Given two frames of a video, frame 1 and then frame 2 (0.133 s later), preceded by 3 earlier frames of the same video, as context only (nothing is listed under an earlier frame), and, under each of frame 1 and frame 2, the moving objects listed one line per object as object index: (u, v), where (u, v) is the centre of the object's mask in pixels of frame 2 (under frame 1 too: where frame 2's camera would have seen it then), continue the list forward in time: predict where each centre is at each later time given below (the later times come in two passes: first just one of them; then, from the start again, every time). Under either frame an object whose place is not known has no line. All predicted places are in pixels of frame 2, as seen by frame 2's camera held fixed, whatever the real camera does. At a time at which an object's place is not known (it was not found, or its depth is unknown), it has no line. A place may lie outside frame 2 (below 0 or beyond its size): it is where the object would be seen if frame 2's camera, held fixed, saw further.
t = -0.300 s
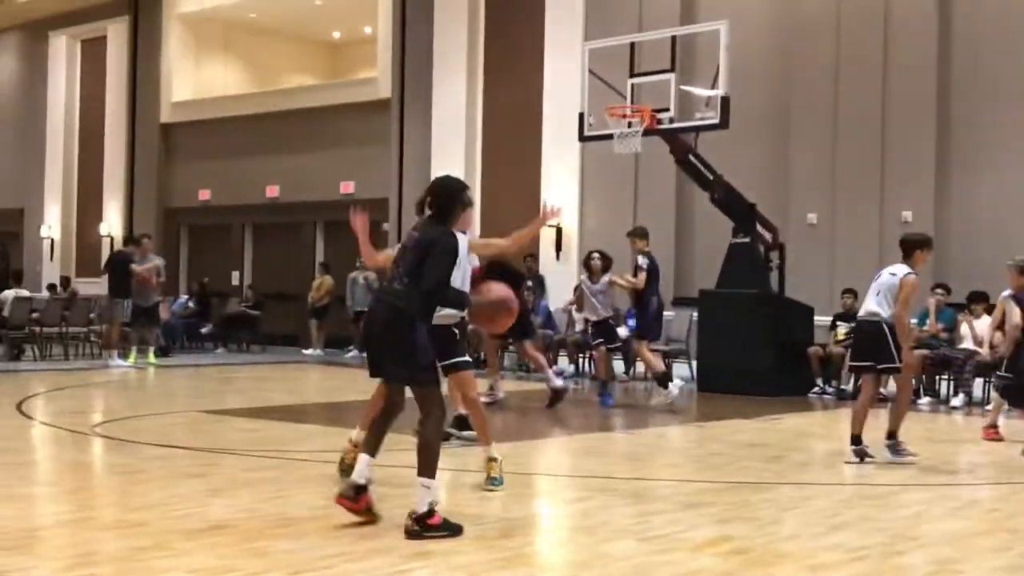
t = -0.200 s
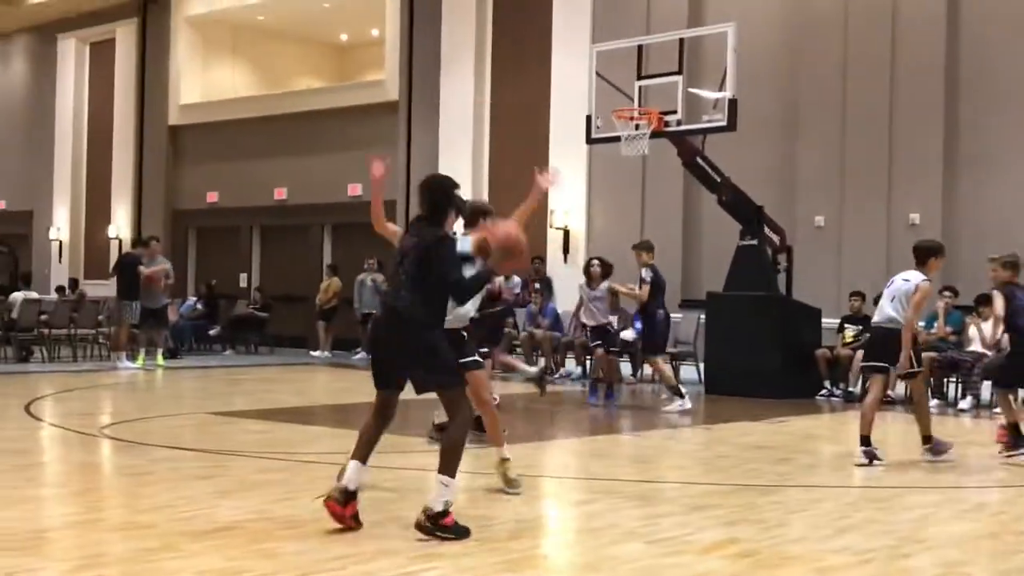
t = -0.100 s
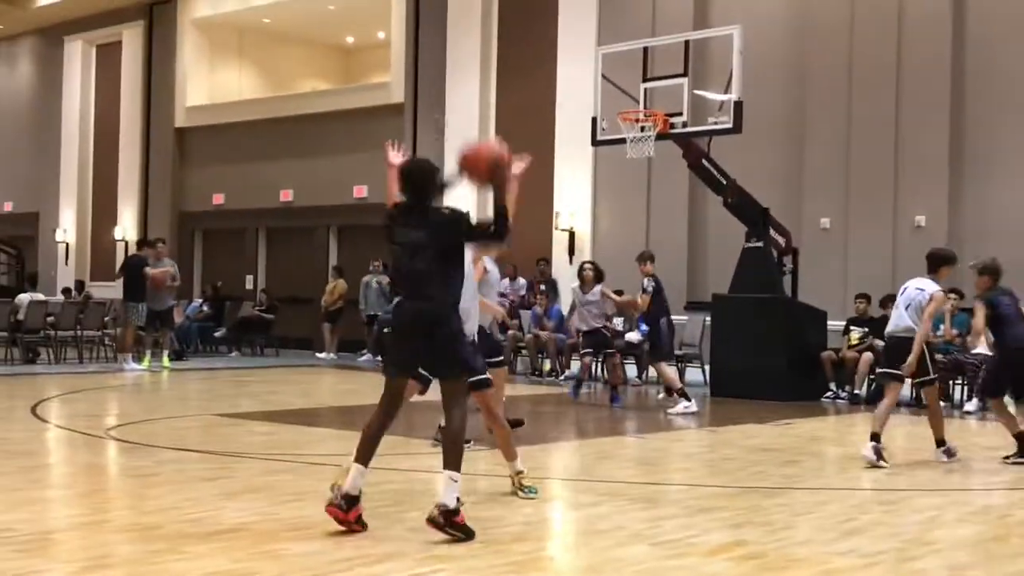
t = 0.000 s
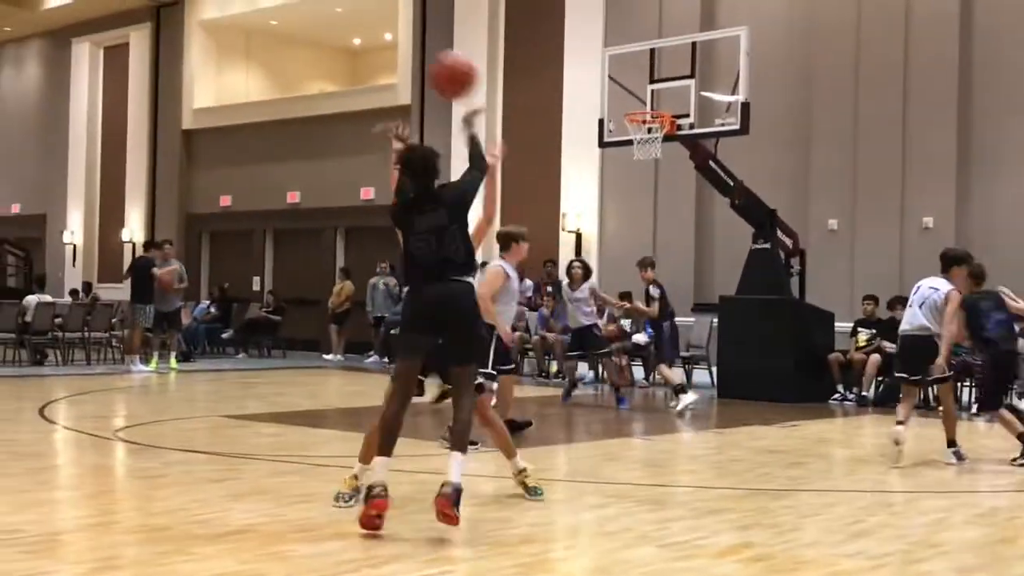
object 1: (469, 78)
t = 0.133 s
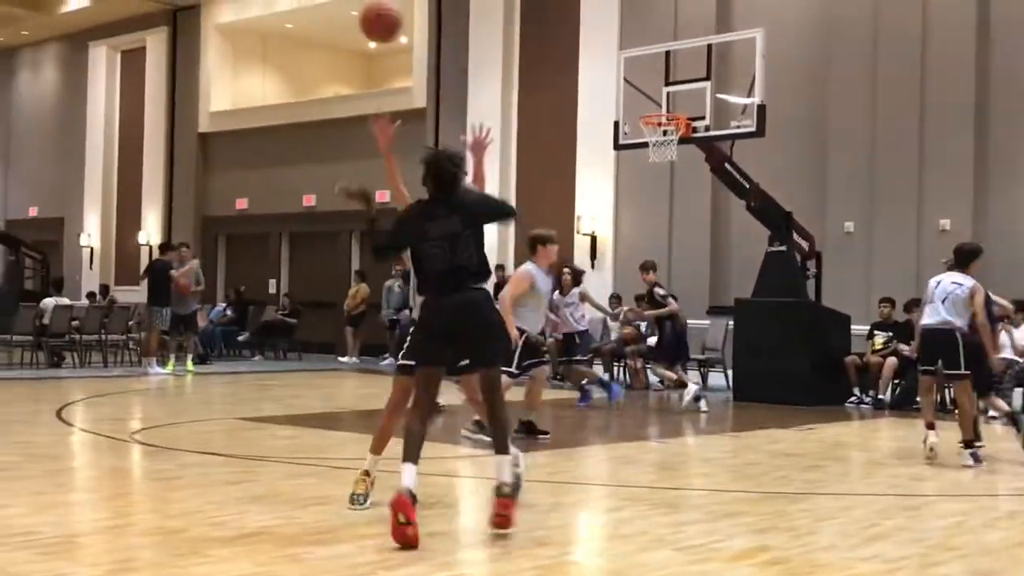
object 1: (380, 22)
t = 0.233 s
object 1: (327, 9)
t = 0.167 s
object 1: (361, 16)
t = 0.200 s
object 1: (343, 13)
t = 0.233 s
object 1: (327, 9)
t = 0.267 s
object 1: (311, 8)
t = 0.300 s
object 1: (297, 7)
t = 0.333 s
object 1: (283, 8)
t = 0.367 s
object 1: (270, 10)
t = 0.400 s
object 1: (258, 15)
